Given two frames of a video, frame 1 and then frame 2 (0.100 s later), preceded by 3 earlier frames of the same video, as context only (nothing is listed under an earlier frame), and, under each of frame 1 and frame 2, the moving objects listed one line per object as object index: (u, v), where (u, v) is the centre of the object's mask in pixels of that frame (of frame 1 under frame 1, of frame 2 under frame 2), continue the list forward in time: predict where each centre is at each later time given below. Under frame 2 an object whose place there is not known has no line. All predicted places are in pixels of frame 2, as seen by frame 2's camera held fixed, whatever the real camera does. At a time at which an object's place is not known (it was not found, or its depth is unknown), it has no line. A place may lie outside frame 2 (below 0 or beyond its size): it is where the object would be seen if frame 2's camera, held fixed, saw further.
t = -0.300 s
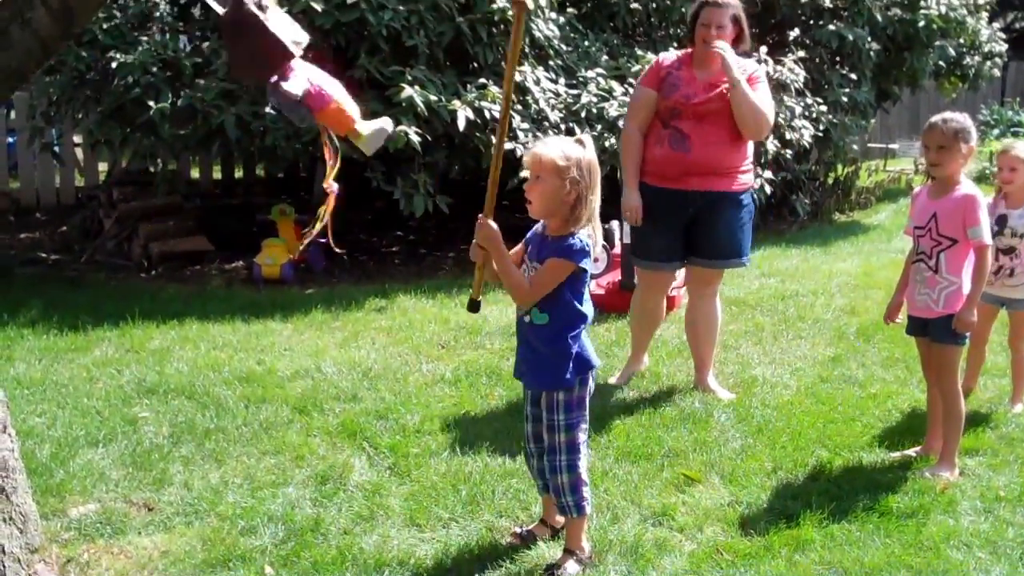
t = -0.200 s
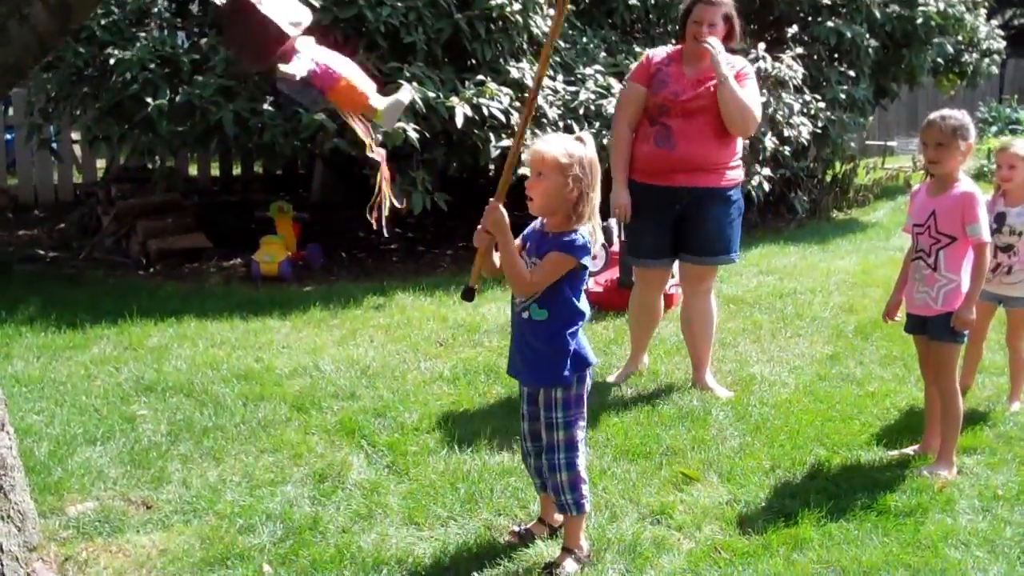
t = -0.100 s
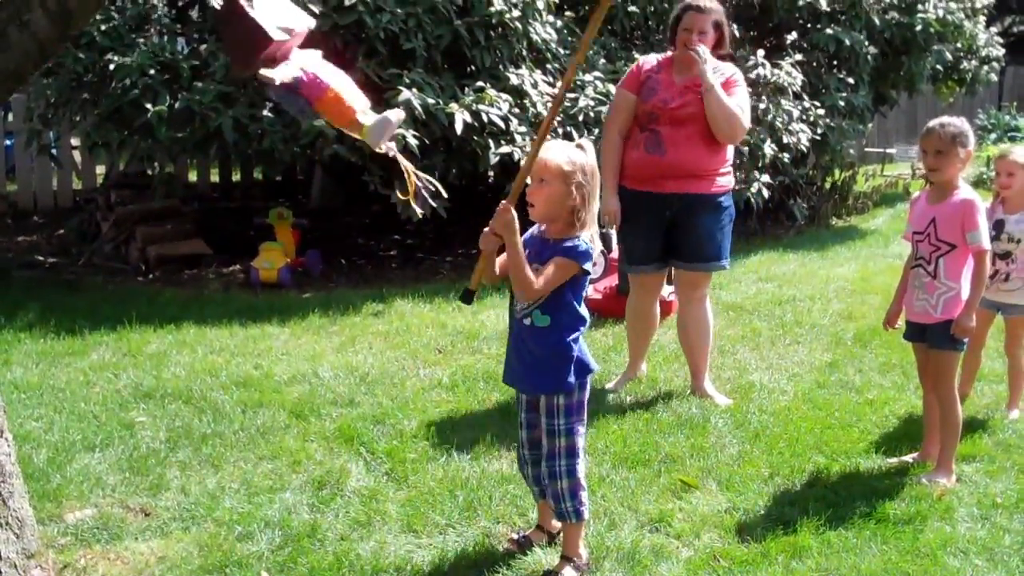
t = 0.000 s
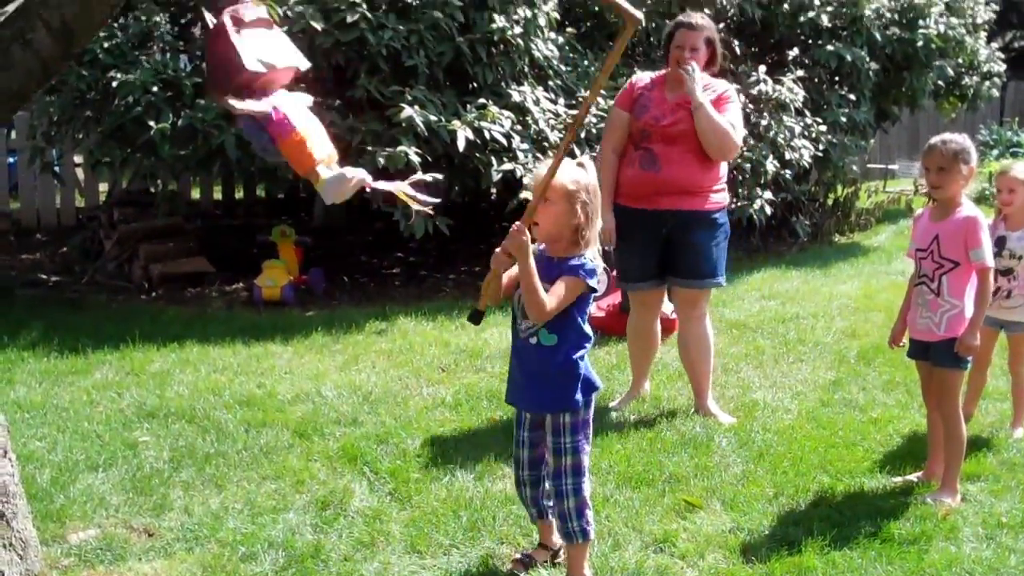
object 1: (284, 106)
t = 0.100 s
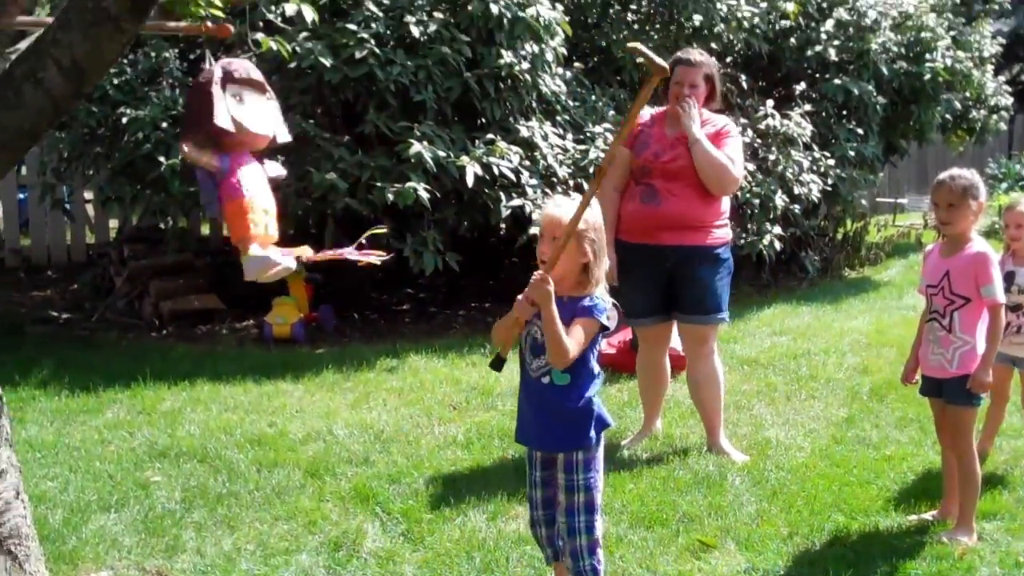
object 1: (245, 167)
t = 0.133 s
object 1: (228, 177)
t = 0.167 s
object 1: (210, 184)
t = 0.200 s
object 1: (187, 184)
